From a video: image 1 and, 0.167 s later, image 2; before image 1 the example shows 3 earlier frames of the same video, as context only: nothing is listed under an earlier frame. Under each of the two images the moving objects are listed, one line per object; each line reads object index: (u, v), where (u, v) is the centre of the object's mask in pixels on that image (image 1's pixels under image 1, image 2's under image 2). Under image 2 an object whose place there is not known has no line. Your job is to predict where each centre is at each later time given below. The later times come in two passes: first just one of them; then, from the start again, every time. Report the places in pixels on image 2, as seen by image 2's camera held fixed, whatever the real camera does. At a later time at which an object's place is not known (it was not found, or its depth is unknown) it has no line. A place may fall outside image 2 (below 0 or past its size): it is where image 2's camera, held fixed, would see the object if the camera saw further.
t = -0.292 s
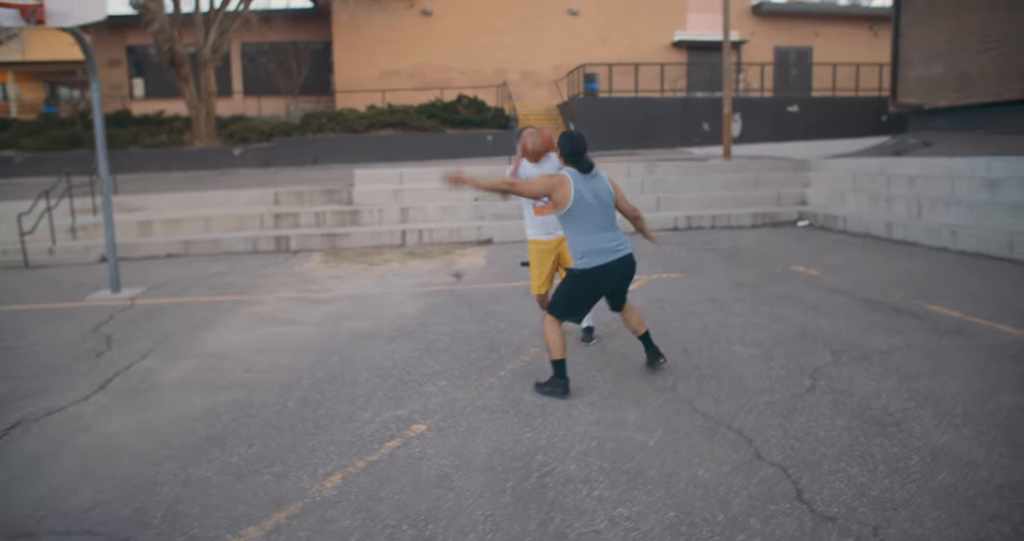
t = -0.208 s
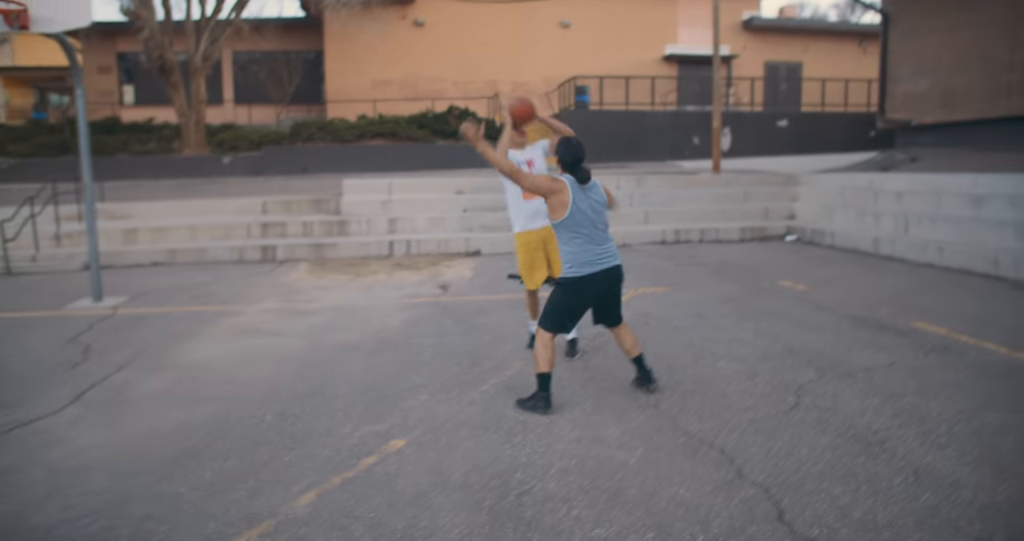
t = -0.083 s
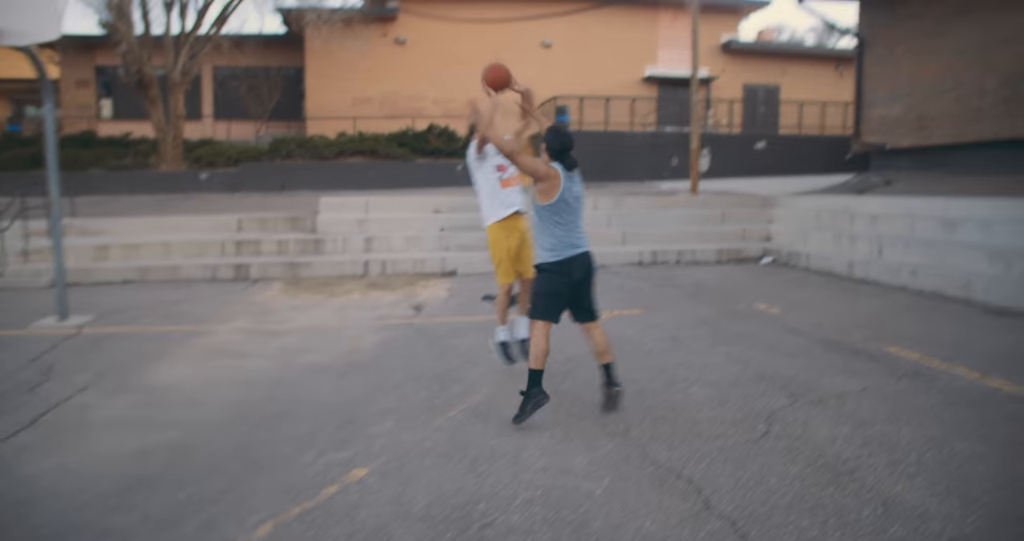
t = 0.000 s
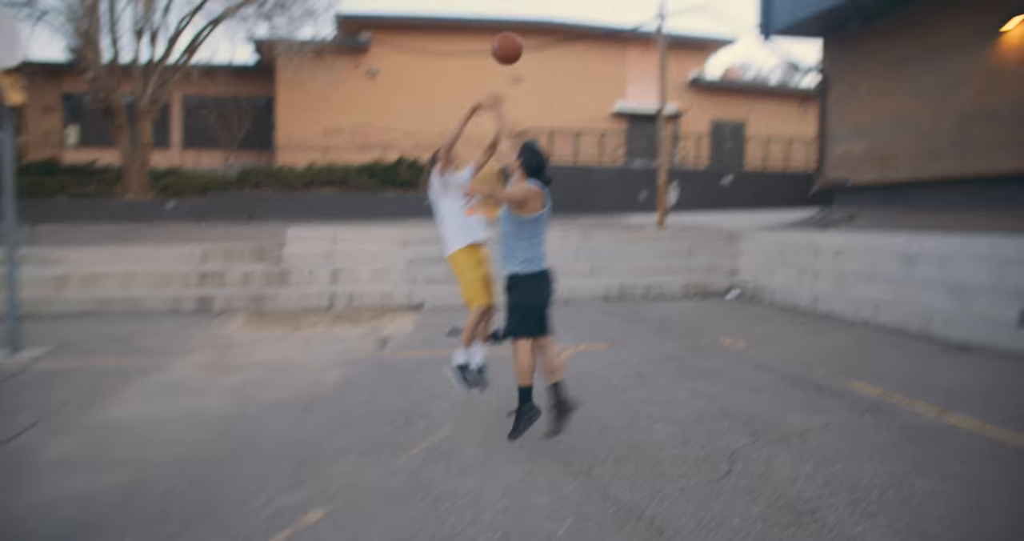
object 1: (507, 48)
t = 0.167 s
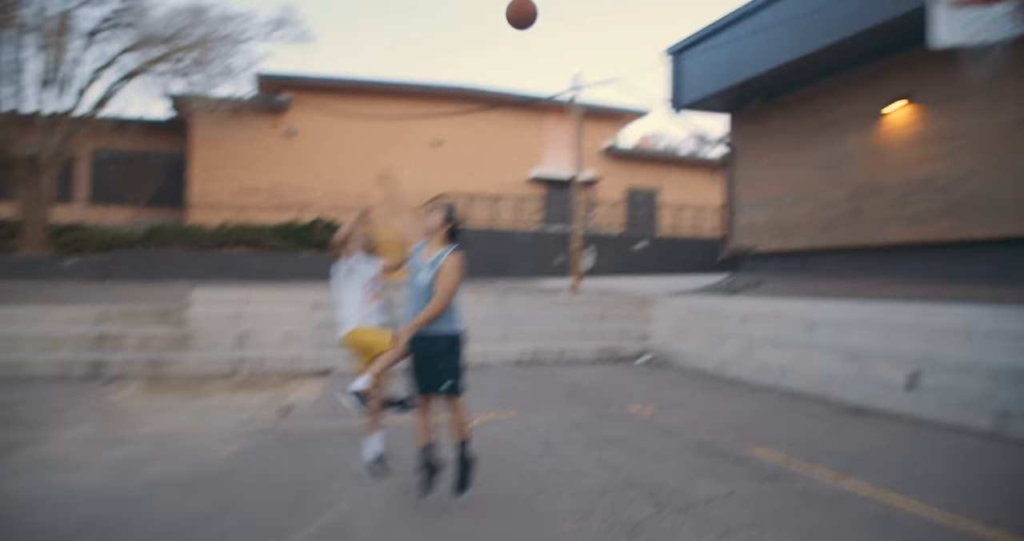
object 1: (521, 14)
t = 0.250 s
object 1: (572, -29)
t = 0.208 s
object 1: (547, -10)
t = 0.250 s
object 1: (572, -29)
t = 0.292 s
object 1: (599, -46)
